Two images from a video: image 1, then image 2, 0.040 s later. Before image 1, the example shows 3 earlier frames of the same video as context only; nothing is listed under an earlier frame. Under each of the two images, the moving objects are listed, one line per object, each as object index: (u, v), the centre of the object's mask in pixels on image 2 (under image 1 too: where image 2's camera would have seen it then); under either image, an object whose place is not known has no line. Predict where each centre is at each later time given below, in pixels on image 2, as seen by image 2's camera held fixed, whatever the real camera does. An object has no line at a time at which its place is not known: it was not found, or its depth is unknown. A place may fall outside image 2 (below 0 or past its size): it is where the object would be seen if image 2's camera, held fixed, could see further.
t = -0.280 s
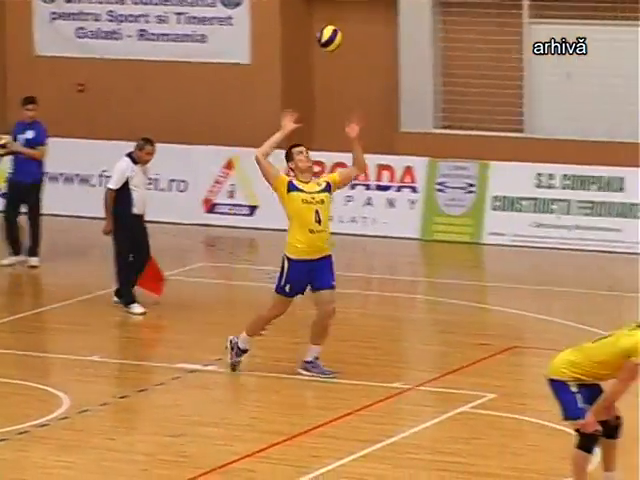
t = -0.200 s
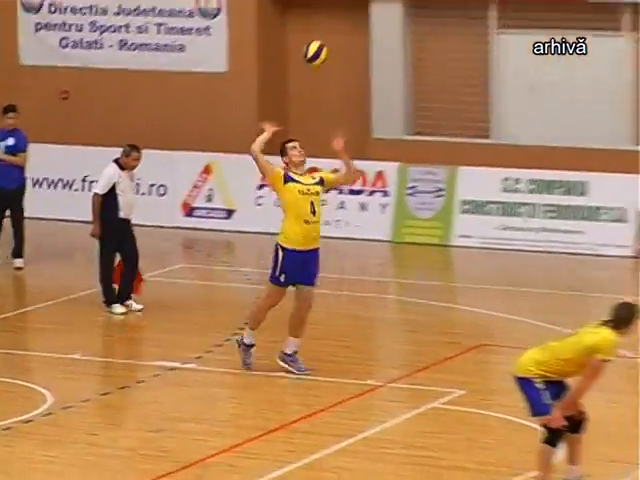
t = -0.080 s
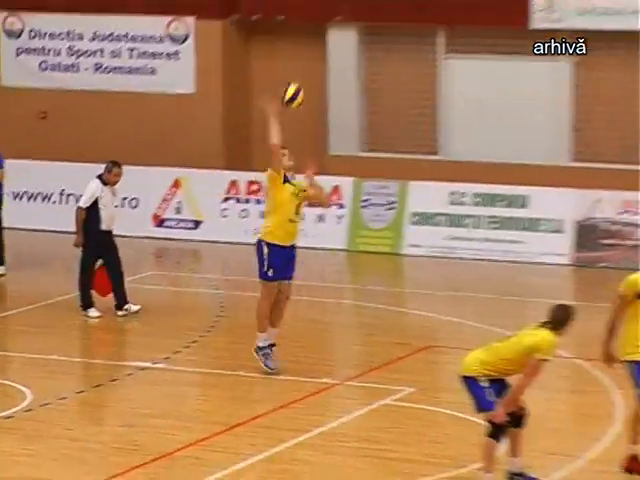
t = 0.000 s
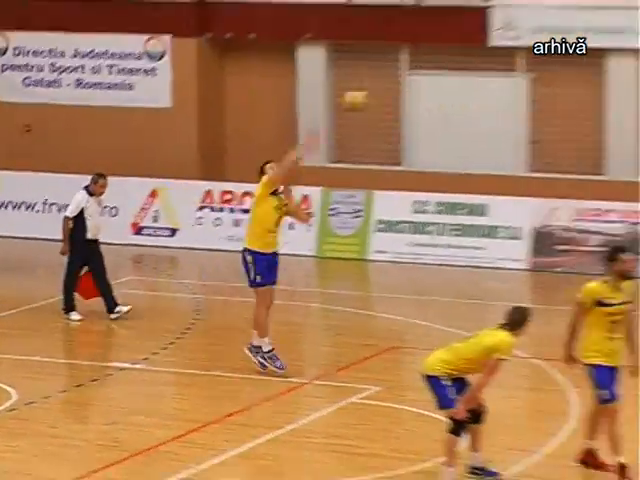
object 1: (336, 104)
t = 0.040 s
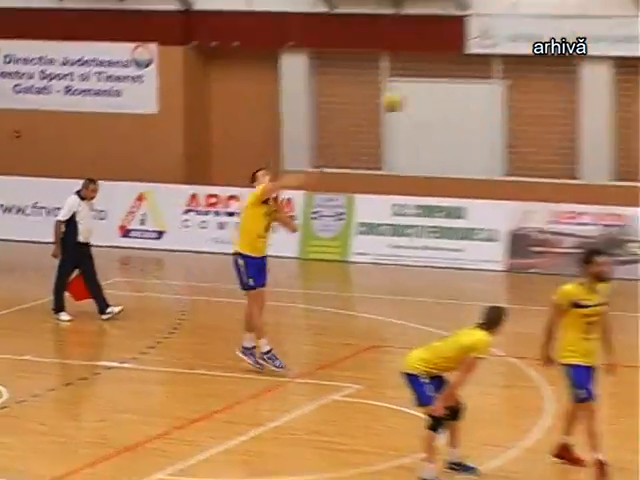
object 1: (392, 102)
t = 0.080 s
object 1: (446, 98)
